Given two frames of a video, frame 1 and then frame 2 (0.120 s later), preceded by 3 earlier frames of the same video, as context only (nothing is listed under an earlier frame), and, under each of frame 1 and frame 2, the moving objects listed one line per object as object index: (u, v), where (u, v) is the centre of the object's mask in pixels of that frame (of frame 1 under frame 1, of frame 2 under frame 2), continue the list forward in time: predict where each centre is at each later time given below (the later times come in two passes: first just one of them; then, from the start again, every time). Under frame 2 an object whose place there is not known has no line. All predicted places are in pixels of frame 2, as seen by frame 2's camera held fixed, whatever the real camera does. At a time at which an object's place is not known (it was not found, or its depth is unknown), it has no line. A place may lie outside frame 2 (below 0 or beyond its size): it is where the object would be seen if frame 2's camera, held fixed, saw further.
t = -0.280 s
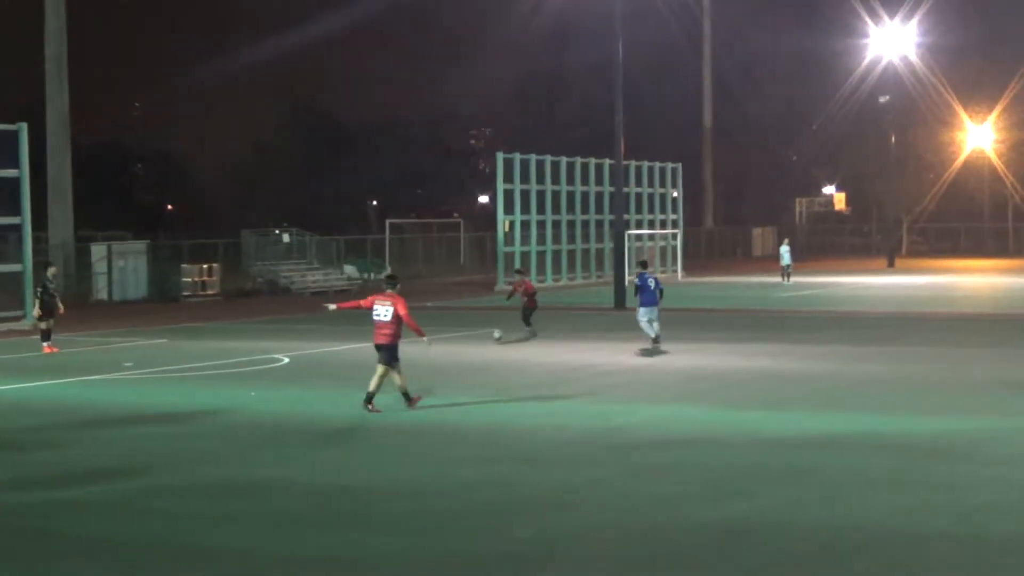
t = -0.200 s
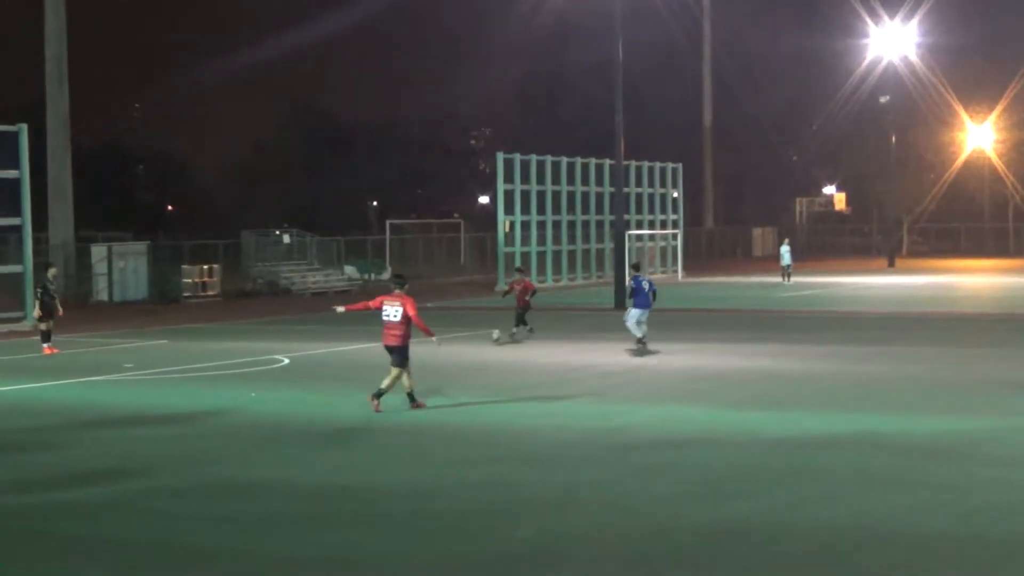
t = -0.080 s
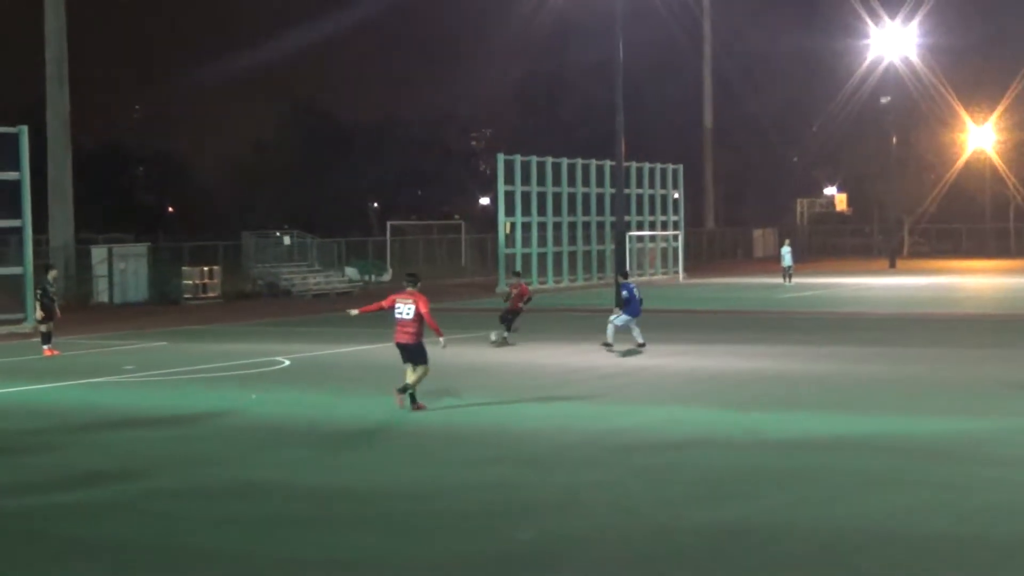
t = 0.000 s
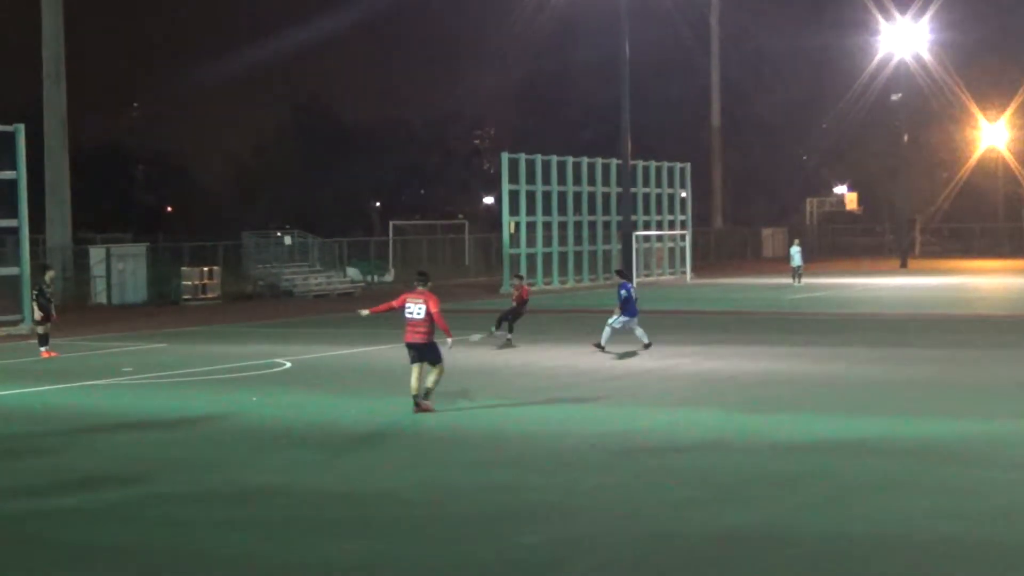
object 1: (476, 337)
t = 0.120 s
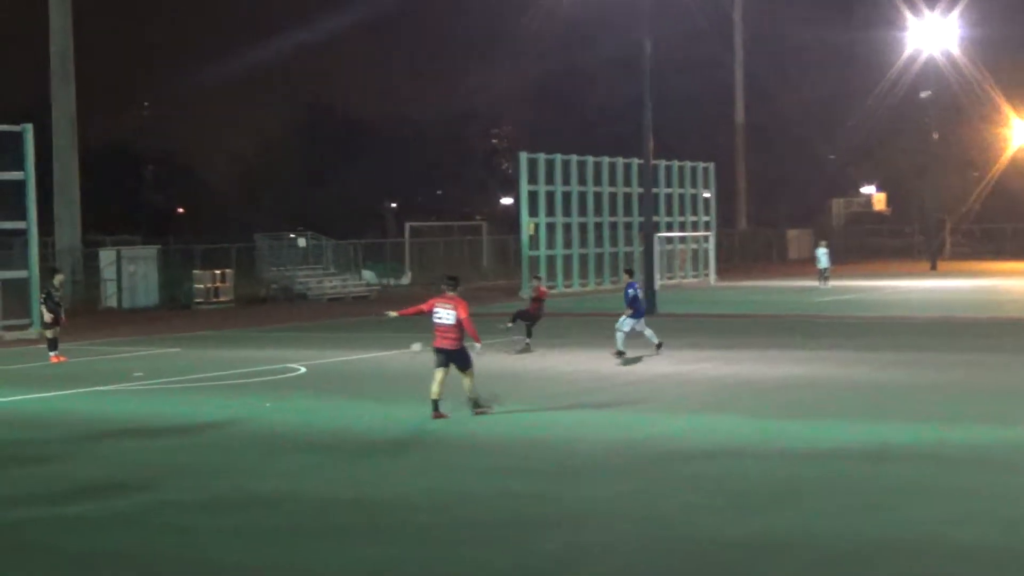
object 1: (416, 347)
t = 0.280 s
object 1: (310, 357)
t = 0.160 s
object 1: (389, 351)
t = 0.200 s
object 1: (362, 356)
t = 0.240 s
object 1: (335, 358)
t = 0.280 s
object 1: (310, 357)
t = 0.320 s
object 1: (284, 358)
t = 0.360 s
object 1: (258, 361)
